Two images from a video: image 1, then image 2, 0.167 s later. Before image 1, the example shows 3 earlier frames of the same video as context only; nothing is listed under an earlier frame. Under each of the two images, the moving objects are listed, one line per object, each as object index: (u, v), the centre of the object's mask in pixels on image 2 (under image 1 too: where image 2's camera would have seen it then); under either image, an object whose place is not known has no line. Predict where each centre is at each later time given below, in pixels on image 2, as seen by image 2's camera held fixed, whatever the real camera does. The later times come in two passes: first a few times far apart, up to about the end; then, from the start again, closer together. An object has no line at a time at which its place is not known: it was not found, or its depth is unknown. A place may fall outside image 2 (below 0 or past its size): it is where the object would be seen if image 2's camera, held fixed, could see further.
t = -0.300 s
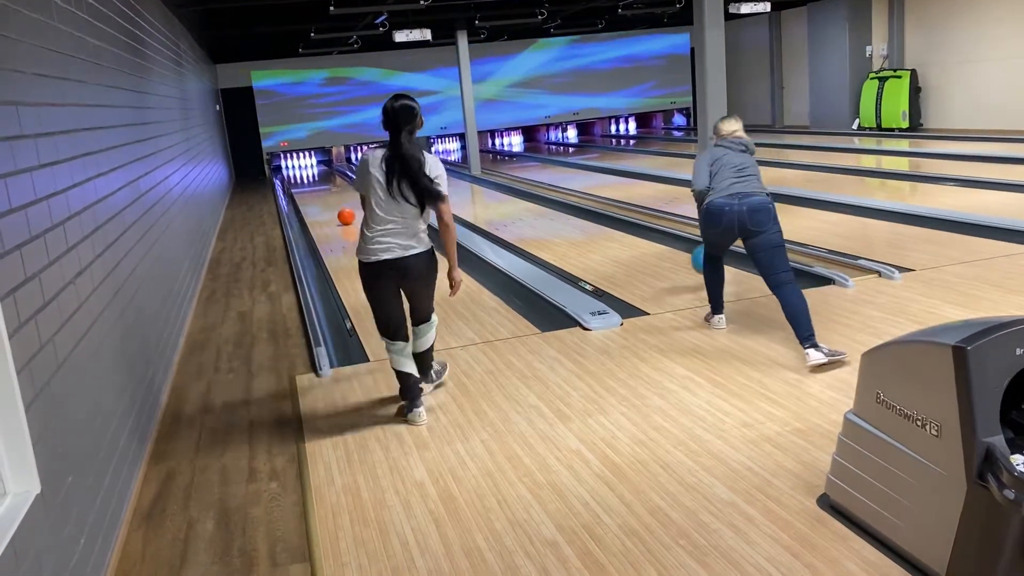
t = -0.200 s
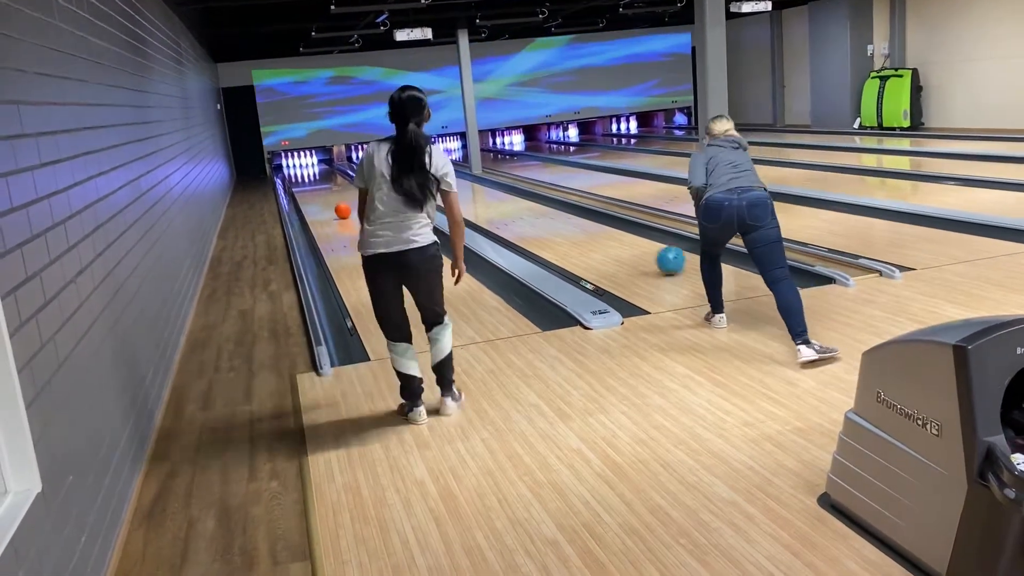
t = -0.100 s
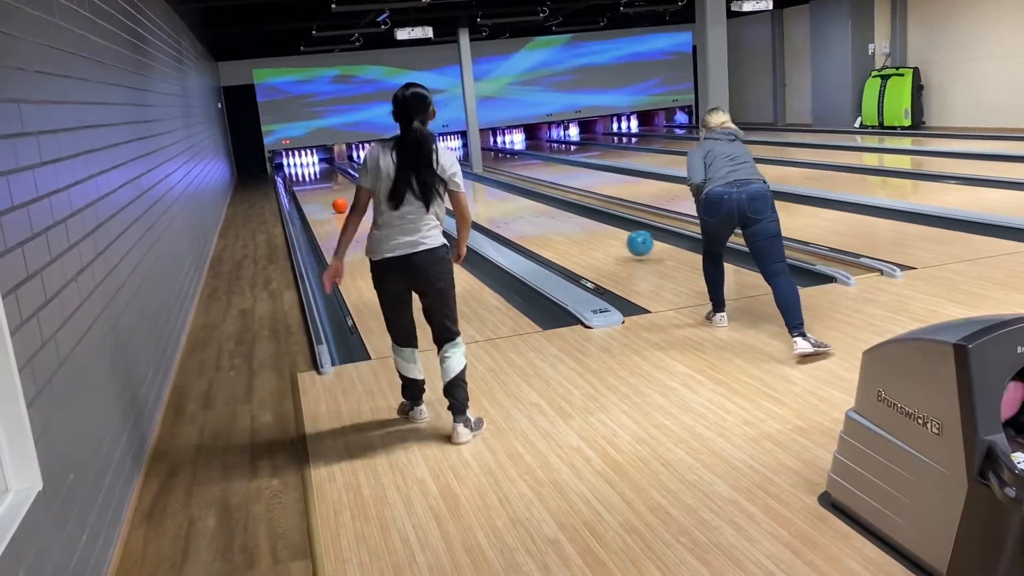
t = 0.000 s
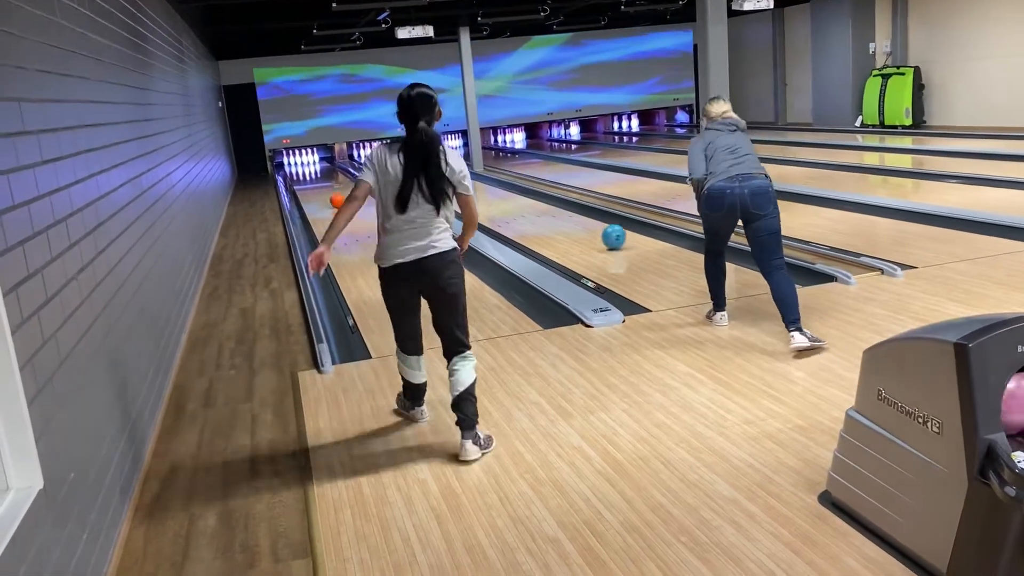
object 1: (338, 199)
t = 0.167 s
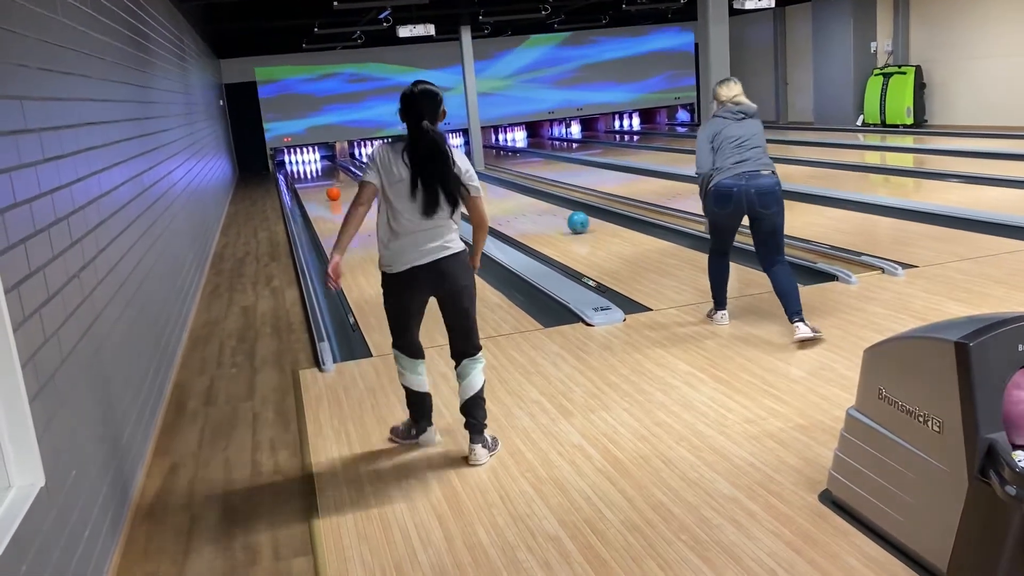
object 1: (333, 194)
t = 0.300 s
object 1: (330, 190)
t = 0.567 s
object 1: (321, 182)
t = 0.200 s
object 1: (332, 193)
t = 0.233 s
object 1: (331, 192)
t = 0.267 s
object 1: (330, 191)
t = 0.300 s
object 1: (330, 190)
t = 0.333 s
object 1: (329, 189)
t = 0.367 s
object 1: (329, 187)
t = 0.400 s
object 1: (328, 187)
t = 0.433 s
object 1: (327, 186)
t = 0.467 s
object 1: (326, 185)
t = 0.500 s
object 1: (325, 184)
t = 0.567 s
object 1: (321, 182)
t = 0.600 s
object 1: (320, 181)
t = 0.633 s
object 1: (318, 181)
